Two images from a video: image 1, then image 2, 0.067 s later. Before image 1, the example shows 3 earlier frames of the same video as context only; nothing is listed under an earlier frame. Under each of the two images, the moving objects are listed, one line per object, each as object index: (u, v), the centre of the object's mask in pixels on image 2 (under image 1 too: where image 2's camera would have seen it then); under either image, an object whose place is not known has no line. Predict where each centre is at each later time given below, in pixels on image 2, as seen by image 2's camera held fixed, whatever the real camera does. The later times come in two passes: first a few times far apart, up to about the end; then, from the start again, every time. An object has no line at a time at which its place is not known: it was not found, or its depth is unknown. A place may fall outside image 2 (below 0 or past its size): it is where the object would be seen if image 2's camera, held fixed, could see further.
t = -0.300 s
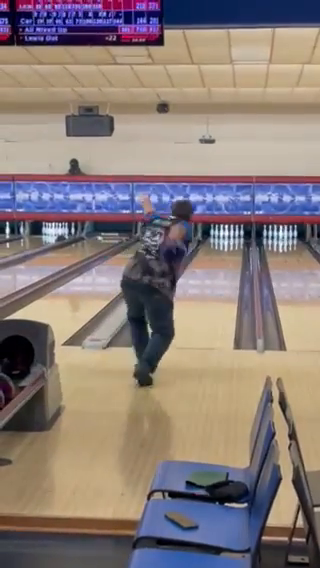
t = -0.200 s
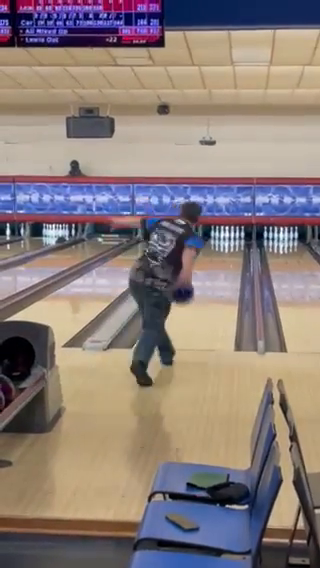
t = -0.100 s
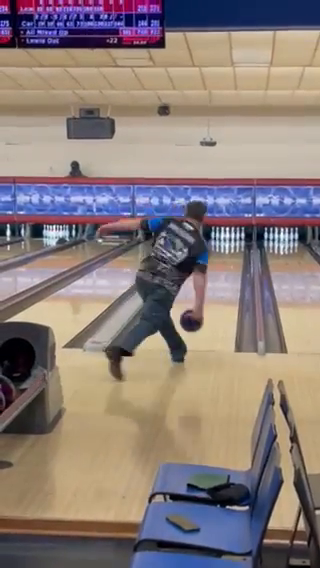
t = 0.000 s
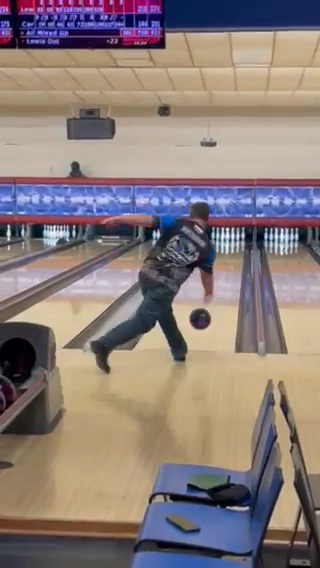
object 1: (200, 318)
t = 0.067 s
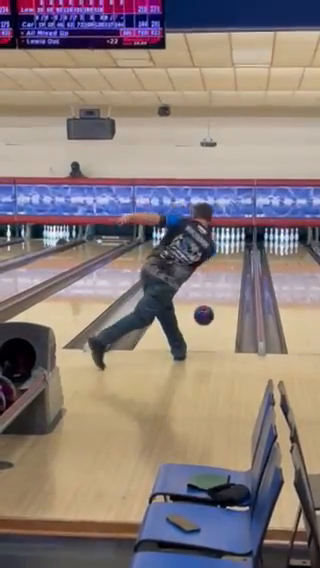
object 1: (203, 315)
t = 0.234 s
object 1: (211, 317)
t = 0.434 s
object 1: (217, 299)
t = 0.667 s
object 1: (222, 284)
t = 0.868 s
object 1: (226, 274)
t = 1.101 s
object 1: (228, 264)
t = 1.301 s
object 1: (229, 258)
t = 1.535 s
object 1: (231, 252)
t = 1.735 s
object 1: (232, 248)
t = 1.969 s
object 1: (231, 246)
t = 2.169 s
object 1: (230, 242)
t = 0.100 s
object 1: (205, 314)
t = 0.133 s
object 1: (207, 315)
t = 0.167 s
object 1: (208, 317)
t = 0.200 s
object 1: (209, 319)
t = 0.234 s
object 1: (211, 317)
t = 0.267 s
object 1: (212, 314)
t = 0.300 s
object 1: (213, 311)
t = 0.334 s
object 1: (214, 308)
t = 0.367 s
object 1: (215, 305)
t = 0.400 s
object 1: (216, 302)
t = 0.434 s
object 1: (217, 299)
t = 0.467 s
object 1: (218, 297)
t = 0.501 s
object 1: (219, 295)
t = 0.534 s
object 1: (220, 292)
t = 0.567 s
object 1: (221, 290)
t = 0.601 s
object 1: (221, 288)
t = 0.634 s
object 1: (222, 286)
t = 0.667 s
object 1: (222, 284)
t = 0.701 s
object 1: (223, 282)
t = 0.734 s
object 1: (224, 280)
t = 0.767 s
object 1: (224, 279)
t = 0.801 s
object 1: (225, 277)
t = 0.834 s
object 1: (225, 276)
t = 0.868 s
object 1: (226, 274)
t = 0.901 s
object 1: (226, 272)
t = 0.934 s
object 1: (226, 271)
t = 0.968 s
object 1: (227, 269)
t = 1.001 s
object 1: (227, 268)
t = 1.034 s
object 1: (227, 267)
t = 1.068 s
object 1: (228, 266)
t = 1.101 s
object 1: (228, 264)
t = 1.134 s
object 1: (228, 263)
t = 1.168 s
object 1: (228, 262)
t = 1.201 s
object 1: (229, 261)
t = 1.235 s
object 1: (229, 260)
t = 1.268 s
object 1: (229, 259)
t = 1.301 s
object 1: (229, 258)
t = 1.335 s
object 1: (230, 257)
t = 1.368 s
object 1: (230, 256)
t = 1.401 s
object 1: (230, 255)
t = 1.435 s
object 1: (230, 254)
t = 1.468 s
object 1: (231, 253)
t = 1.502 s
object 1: (231, 252)
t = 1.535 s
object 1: (231, 252)
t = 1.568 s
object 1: (231, 252)
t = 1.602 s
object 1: (231, 250)
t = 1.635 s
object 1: (231, 250)
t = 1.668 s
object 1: (232, 248)
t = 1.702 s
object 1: (232, 248)
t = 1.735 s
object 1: (232, 248)
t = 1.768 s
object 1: (232, 247)
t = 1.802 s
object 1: (232, 247)
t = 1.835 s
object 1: (232, 246)
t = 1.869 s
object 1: (232, 245)
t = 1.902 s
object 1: (232, 245)
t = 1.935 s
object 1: (231, 245)
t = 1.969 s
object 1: (231, 246)
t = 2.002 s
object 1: (231, 245)
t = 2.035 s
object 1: (231, 245)
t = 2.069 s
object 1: (231, 244)
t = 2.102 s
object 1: (231, 242)
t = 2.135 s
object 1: (231, 243)
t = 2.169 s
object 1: (230, 242)
